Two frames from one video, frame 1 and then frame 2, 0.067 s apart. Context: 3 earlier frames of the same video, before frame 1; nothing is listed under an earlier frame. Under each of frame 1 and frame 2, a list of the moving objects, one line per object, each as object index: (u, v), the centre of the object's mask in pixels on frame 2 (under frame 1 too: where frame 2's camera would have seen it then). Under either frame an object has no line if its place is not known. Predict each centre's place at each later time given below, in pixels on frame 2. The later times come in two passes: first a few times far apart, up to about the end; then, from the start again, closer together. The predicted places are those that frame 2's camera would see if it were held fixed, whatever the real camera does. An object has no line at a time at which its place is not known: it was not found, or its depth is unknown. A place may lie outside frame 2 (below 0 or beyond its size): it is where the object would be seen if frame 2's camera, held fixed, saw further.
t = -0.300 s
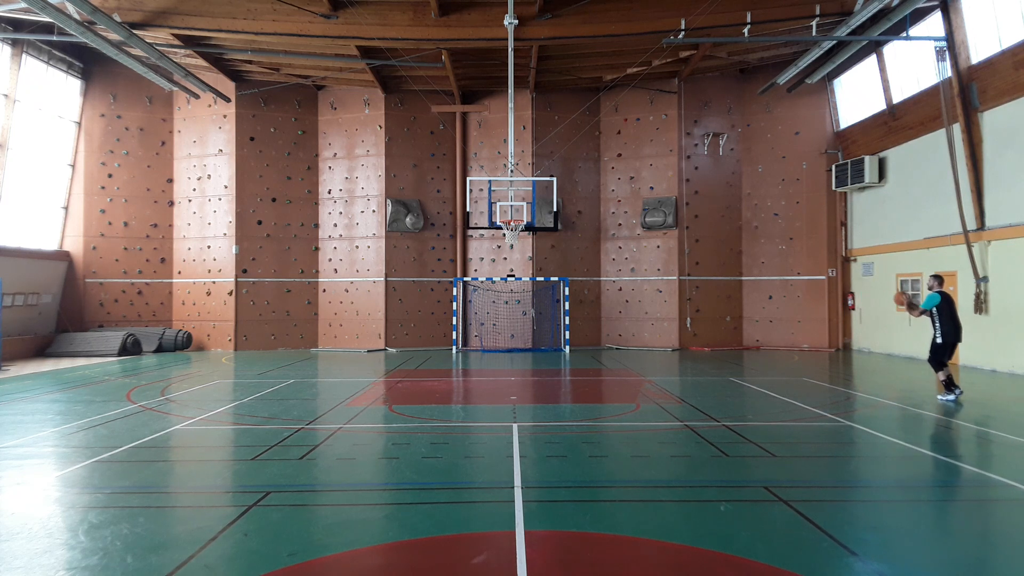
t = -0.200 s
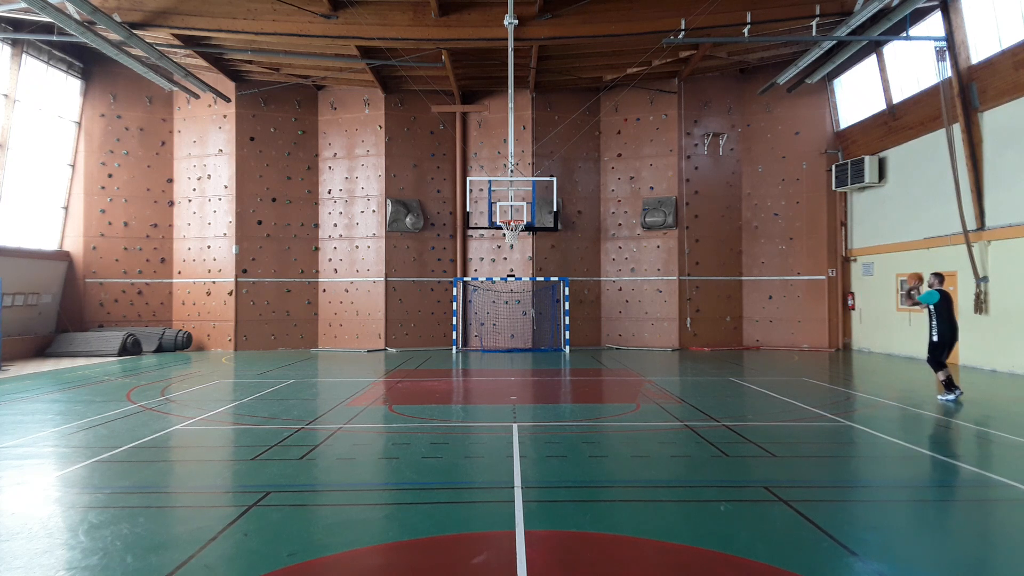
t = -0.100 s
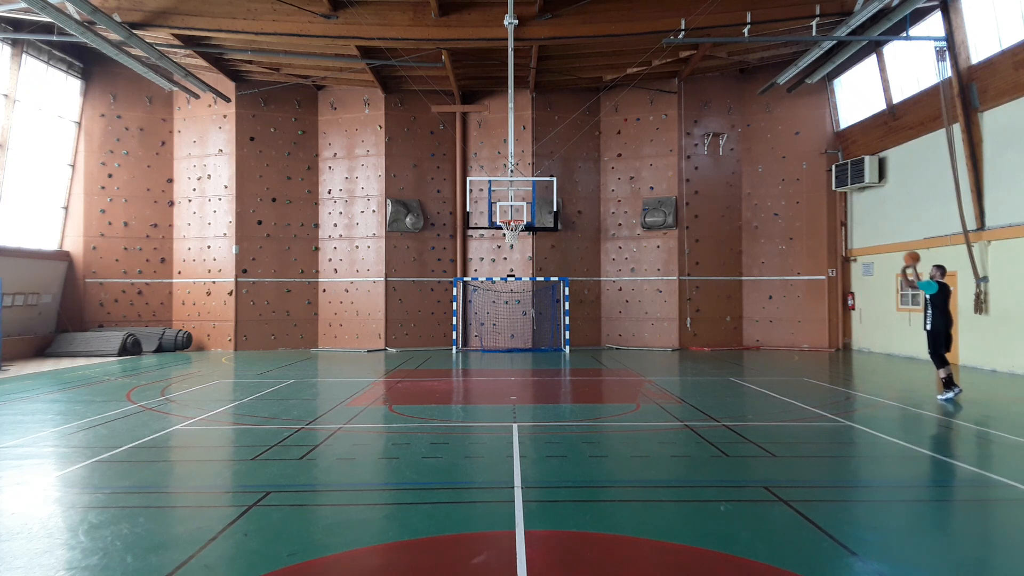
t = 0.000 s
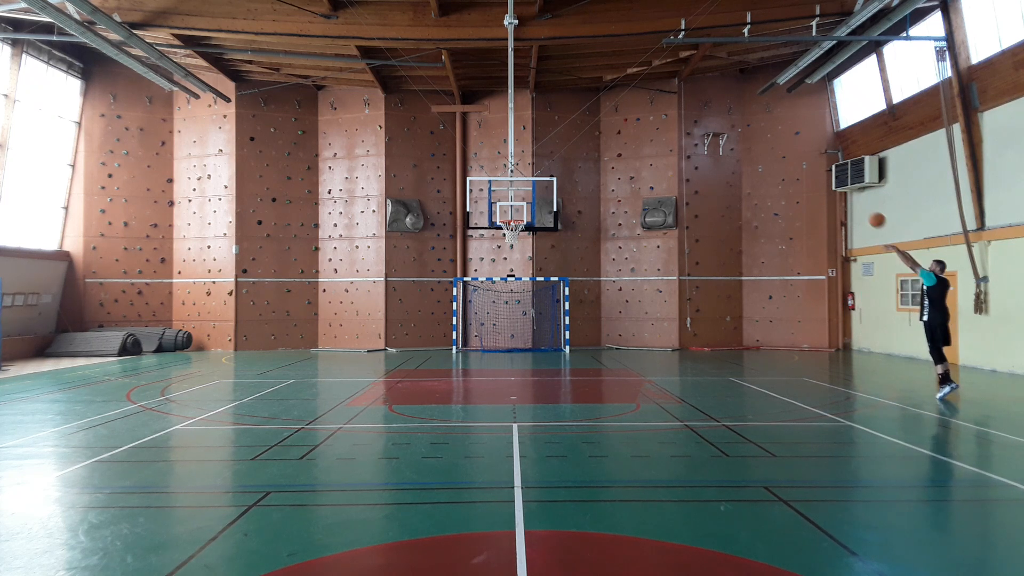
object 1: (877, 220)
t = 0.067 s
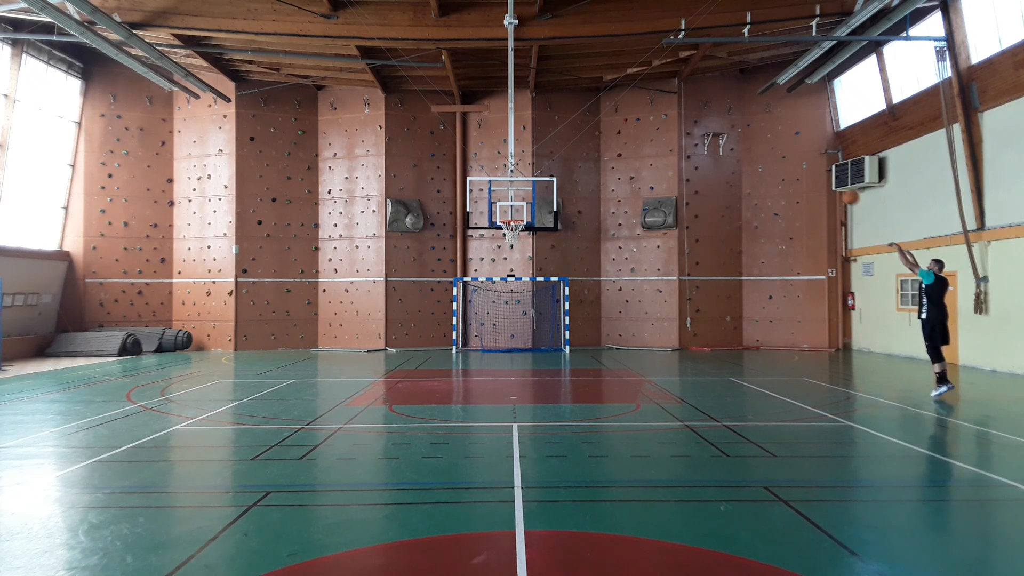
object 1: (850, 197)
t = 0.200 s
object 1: (800, 162)
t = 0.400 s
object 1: (730, 130)
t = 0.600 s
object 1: (669, 123)
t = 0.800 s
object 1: (612, 137)
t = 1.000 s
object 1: (559, 170)
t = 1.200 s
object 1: (514, 218)
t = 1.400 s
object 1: (498, 231)
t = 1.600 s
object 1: (493, 245)
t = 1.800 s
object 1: (488, 278)
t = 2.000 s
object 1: (482, 331)
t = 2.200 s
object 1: (483, 347)
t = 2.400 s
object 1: (495, 307)
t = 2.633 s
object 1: (509, 283)
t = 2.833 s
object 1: (521, 284)
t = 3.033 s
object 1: (533, 305)
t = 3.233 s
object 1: (545, 347)
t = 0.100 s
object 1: (837, 187)
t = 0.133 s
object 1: (824, 178)
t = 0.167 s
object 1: (812, 170)
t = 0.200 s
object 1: (800, 162)
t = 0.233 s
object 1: (788, 155)
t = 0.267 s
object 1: (776, 148)
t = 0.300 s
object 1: (764, 142)
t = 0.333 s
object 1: (753, 138)
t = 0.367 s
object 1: (741, 134)
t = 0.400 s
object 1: (730, 130)
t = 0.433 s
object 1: (720, 127)
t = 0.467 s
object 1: (710, 125)
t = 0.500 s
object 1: (699, 124)
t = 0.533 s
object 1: (689, 123)
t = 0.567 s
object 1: (678, 122)
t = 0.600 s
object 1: (669, 123)
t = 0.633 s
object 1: (659, 124)
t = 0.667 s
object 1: (649, 125)
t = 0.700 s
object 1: (640, 127)
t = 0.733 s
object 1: (630, 130)
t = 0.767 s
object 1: (621, 133)
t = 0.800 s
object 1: (612, 137)
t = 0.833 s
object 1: (603, 141)
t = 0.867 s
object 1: (594, 146)
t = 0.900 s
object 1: (585, 151)
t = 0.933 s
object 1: (576, 157)
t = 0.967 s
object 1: (568, 163)
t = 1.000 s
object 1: (559, 170)
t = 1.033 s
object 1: (551, 177)
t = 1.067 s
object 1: (544, 185)
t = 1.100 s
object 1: (536, 193)
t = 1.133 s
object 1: (529, 201)
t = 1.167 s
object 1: (521, 210)
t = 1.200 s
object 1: (514, 218)
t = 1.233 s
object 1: (510, 221)
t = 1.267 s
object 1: (501, 234)
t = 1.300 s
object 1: (501, 234)
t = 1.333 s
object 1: (500, 233)
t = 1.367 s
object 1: (499, 231)
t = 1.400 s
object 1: (498, 231)
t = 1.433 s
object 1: (497, 232)
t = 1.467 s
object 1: (497, 233)
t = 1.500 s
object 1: (496, 236)
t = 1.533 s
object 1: (495, 238)
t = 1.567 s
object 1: (494, 241)
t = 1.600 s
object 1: (493, 245)
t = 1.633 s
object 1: (492, 249)
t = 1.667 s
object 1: (491, 254)
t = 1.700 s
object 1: (490, 260)
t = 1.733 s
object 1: (489, 265)
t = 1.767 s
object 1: (489, 272)
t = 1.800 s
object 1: (488, 278)
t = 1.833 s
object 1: (487, 286)
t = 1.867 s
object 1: (486, 294)
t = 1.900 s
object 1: (485, 302)
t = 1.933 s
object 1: (484, 311)
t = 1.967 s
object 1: (483, 321)
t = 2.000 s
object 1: (482, 331)
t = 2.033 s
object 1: (480, 342)
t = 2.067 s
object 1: (480, 353)
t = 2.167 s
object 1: (481, 356)
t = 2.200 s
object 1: (483, 347)
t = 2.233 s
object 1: (485, 339)
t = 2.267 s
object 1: (487, 332)
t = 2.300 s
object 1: (489, 324)
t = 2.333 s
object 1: (491, 318)
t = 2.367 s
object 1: (493, 312)
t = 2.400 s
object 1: (495, 307)
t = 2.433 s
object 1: (497, 302)
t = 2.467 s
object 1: (499, 297)
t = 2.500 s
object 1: (501, 293)
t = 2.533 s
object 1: (503, 290)
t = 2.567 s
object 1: (504, 287)
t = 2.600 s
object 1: (507, 285)
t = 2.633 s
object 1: (509, 283)
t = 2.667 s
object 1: (511, 282)
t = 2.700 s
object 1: (513, 281)
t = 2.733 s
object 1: (514, 281)
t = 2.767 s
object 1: (517, 281)
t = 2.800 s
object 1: (519, 282)
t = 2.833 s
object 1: (521, 284)
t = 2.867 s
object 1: (523, 286)
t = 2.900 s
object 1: (525, 288)
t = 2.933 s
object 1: (527, 292)
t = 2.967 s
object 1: (529, 295)
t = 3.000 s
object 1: (531, 300)
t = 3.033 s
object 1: (533, 305)
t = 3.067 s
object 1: (535, 310)
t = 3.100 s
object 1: (537, 317)
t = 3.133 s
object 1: (539, 324)
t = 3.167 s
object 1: (541, 331)
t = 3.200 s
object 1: (543, 339)
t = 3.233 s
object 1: (545, 347)
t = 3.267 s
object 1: (548, 357)
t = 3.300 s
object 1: (549, 366)
